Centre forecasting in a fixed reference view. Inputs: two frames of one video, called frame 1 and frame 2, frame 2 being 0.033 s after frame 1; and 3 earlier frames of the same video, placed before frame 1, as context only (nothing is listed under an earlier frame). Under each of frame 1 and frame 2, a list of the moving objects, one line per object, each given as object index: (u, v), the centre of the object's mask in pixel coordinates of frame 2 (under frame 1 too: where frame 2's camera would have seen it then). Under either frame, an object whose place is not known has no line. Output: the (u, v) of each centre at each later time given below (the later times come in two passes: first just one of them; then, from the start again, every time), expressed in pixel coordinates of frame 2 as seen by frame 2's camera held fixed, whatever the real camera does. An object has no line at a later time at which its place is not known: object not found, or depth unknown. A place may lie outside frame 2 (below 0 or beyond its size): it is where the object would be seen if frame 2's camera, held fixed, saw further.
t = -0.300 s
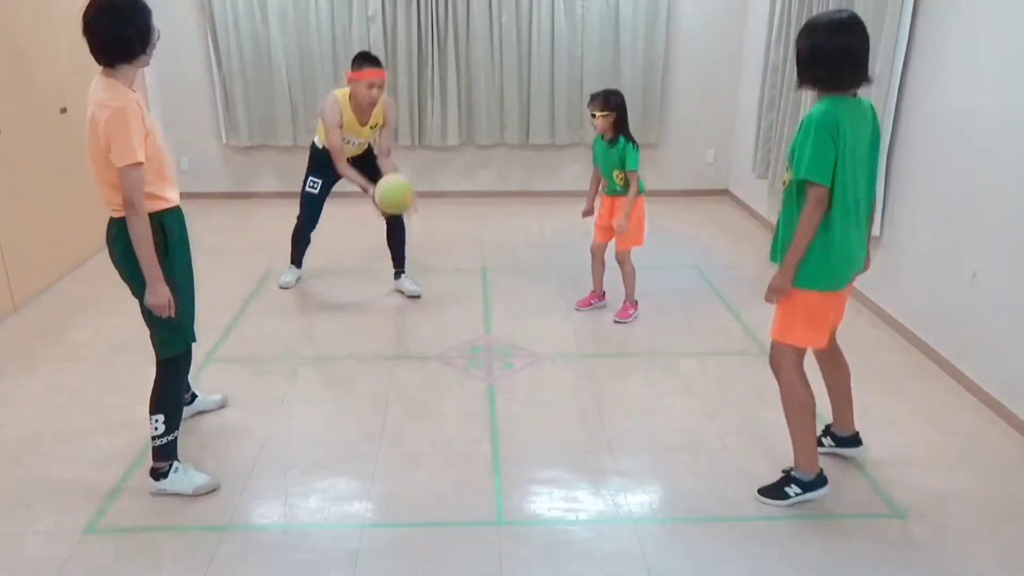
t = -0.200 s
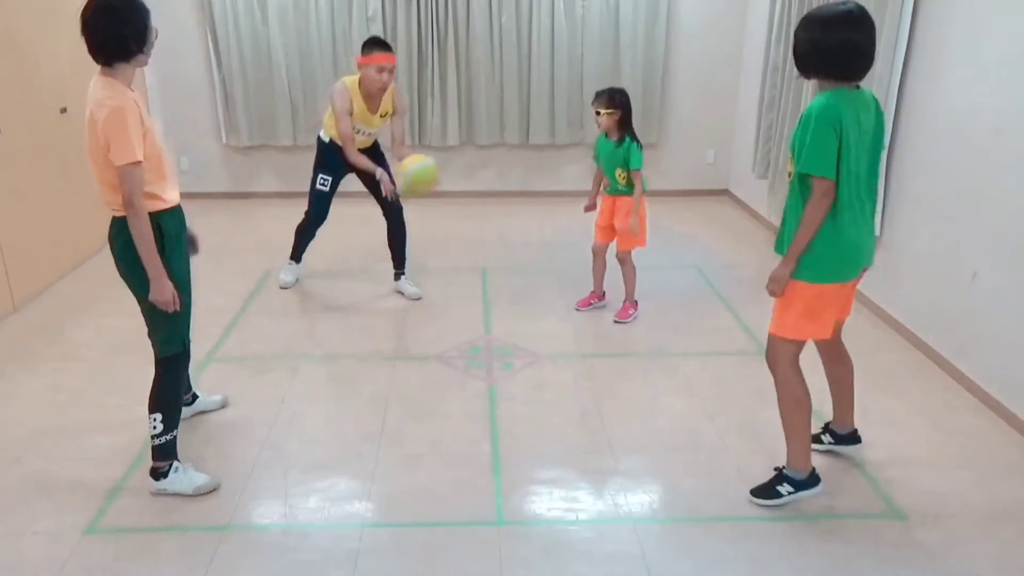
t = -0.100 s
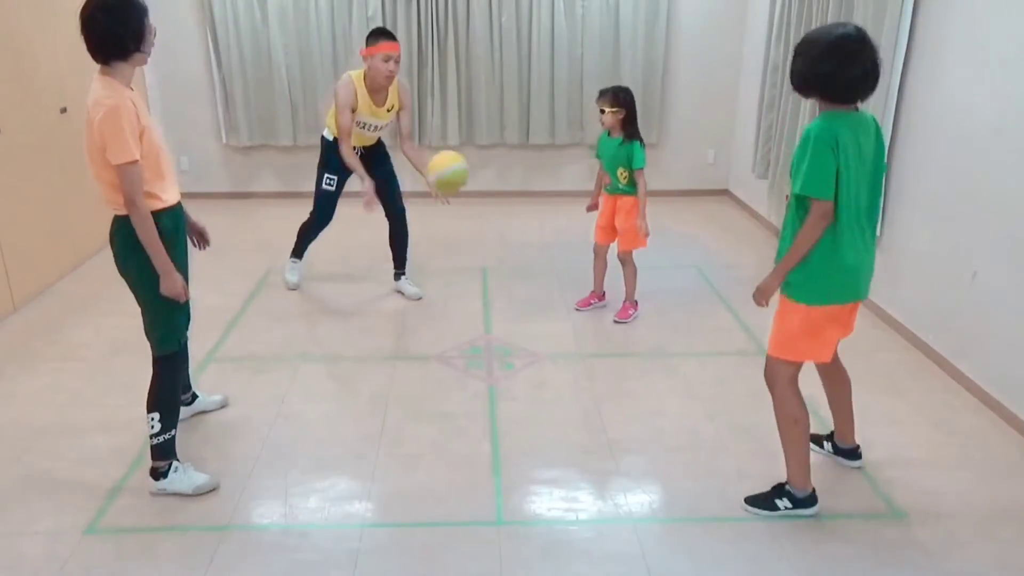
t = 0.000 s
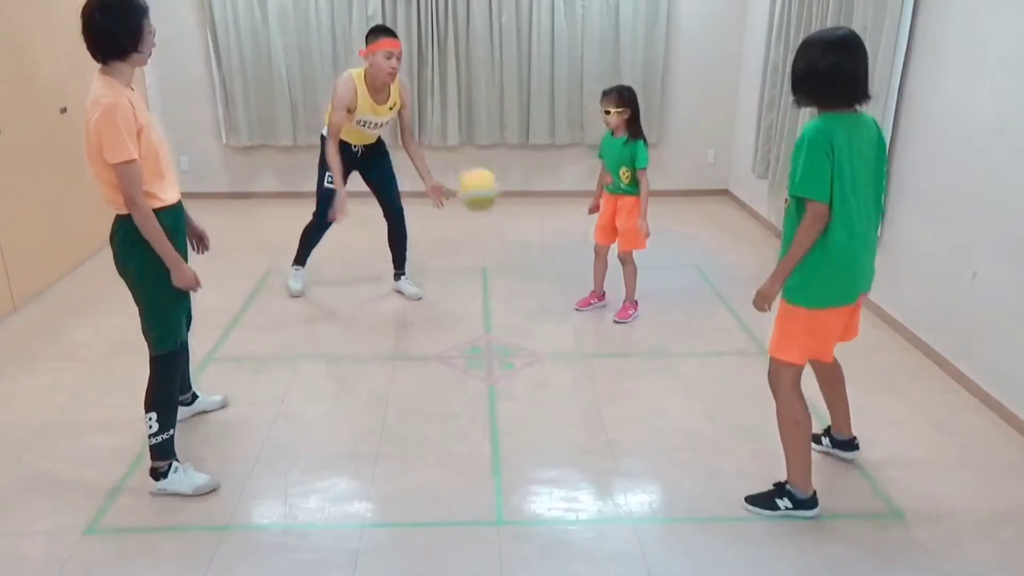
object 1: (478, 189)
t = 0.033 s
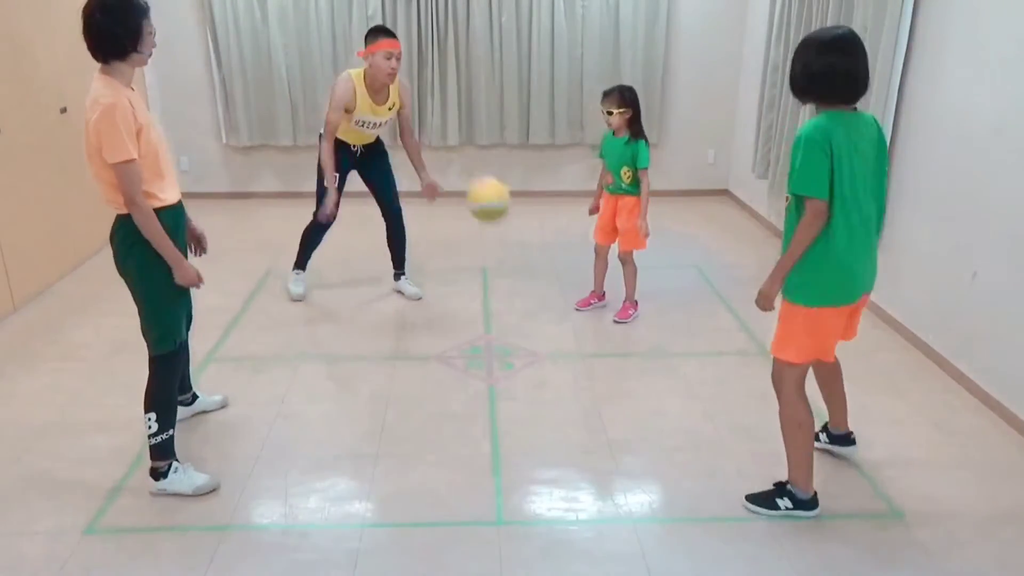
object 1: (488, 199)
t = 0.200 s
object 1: (540, 285)
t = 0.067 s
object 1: (498, 212)
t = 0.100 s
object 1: (509, 227)
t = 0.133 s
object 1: (520, 244)
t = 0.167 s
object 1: (531, 263)
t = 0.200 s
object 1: (540, 285)
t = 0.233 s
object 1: (549, 305)
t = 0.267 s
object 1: (560, 335)
